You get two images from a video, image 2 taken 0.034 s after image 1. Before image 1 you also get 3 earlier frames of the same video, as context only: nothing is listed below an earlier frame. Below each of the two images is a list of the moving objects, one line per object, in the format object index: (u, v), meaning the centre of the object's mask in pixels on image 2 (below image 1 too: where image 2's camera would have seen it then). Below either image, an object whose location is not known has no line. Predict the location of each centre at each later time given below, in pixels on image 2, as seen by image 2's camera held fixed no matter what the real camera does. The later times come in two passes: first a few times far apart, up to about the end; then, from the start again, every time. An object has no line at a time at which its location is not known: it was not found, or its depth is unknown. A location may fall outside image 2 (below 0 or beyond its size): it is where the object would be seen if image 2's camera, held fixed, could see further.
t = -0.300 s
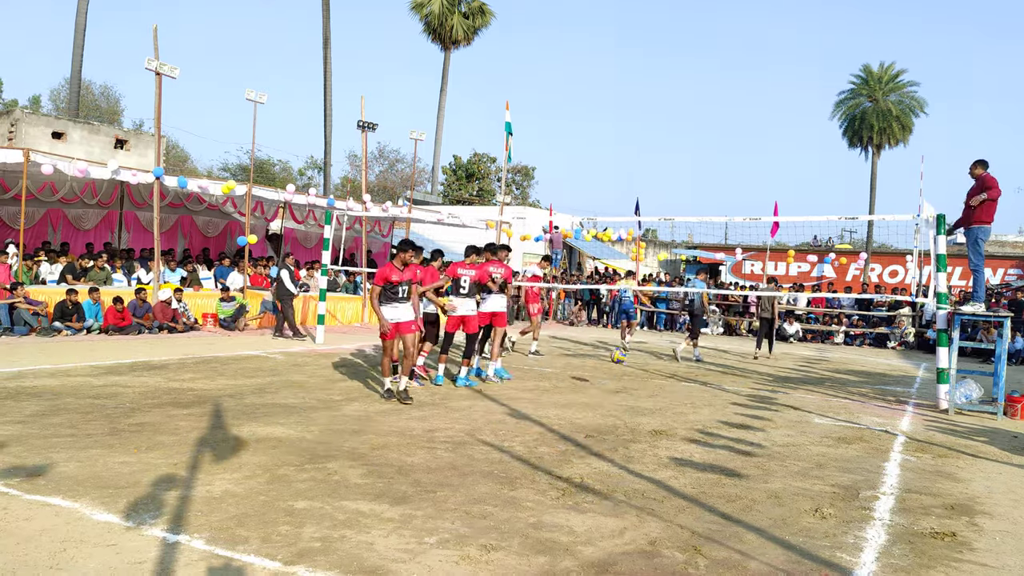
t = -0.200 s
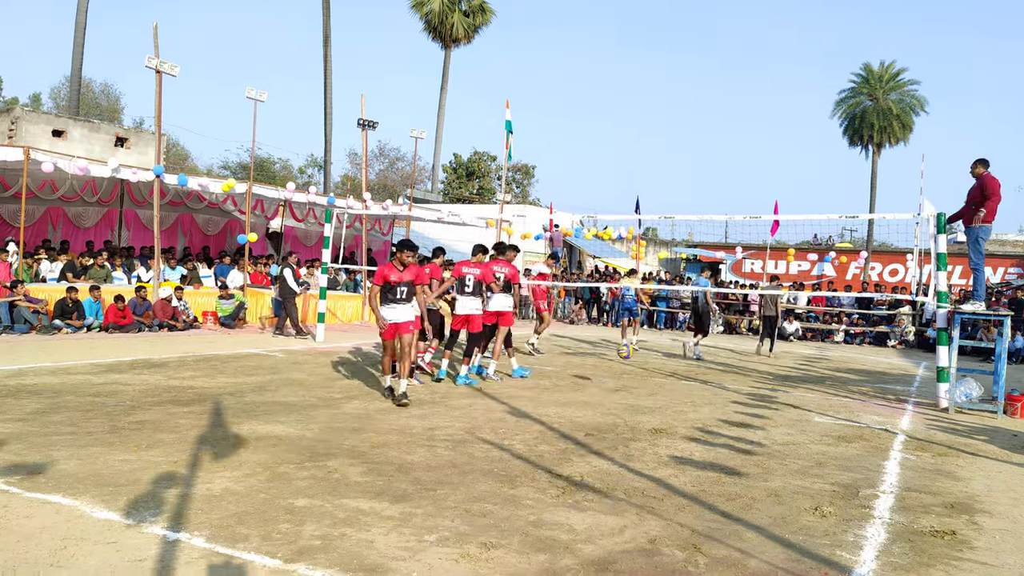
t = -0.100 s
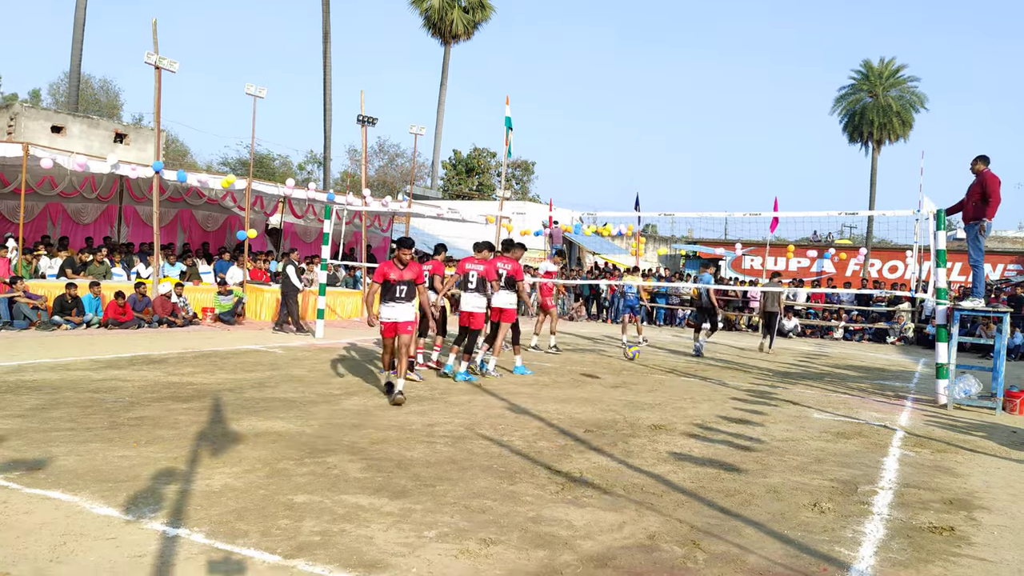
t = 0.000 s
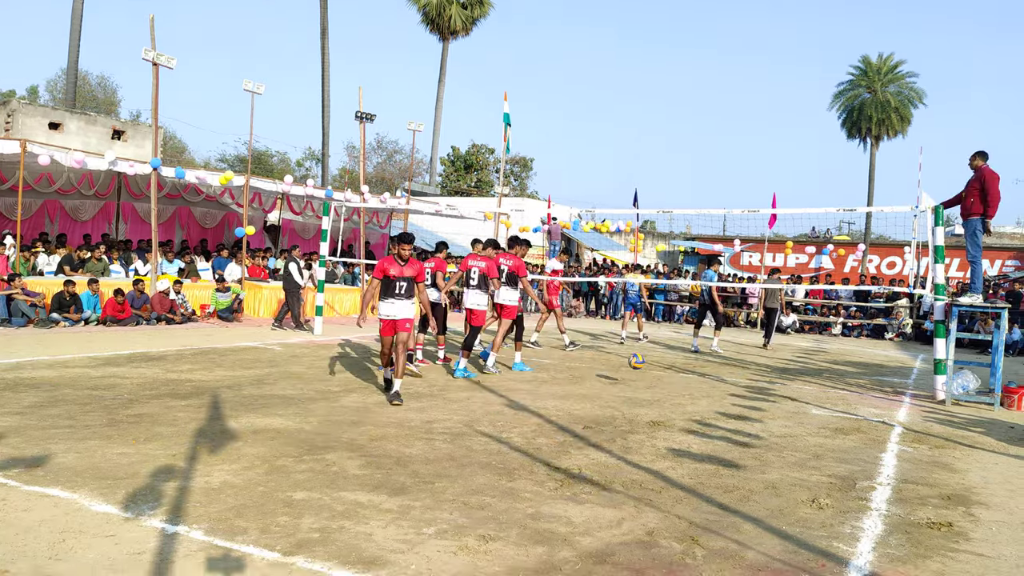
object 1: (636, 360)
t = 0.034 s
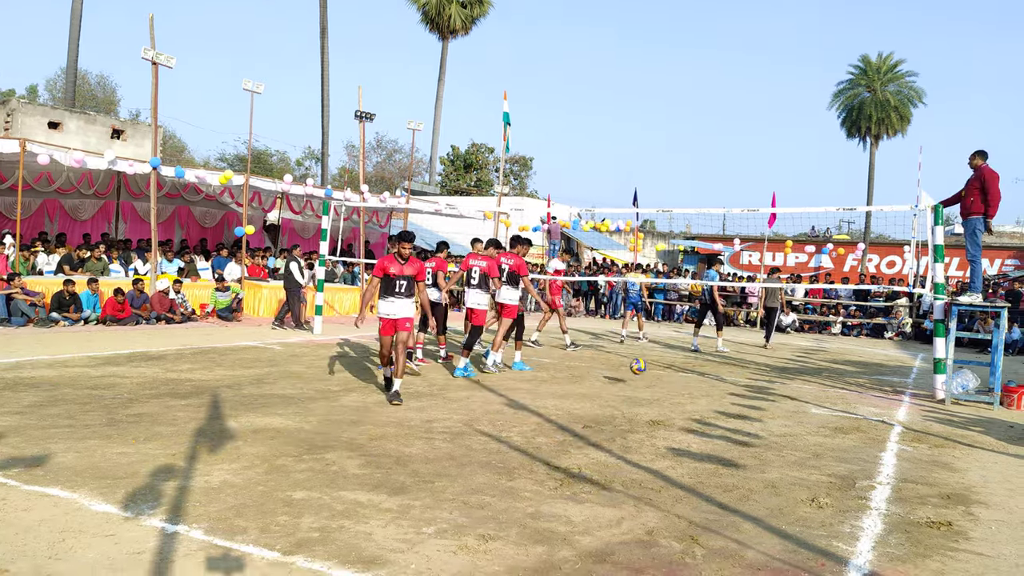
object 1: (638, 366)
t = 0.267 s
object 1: (656, 360)
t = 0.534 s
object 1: (677, 376)
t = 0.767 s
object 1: (696, 372)
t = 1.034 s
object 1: (716, 385)
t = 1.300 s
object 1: (737, 393)
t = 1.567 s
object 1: (760, 396)
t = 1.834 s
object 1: (784, 398)
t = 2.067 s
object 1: (806, 403)
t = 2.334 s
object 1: (833, 408)
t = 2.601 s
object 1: (858, 412)
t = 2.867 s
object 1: (885, 417)
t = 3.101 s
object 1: (907, 421)
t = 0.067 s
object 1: (639, 373)
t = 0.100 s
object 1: (642, 379)
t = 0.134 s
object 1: (645, 373)
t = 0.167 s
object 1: (647, 369)
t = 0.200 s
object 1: (650, 365)
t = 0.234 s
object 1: (653, 363)
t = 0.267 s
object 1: (656, 360)
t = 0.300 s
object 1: (658, 359)
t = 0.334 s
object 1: (661, 359)
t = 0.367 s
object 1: (664, 360)
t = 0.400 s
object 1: (667, 361)
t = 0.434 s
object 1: (670, 363)
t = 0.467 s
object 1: (672, 367)
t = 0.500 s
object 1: (675, 371)
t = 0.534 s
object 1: (677, 376)
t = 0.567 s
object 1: (680, 383)
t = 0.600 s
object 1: (682, 384)
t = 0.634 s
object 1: (685, 380)
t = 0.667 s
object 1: (688, 377)
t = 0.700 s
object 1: (691, 375)
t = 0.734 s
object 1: (693, 373)
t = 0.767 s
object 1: (696, 372)
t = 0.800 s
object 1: (699, 373)
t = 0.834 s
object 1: (702, 374)
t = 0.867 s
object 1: (704, 376)
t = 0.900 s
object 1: (706, 379)
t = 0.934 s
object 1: (709, 383)
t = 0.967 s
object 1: (711, 387)
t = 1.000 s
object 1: (713, 388)
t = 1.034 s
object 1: (716, 385)
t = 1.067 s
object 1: (720, 383)
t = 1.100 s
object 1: (722, 381)
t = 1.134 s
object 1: (726, 381)
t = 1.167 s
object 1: (728, 382)
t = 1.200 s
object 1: (730, 382)
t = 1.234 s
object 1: (732, 385)
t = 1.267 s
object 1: (735, 388)
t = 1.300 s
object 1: (737, 393)
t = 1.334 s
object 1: (740, 392)
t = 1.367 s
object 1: (743, 390)
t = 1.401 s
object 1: (746, 388)
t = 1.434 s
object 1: (749, 389)
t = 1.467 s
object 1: (752, 389)
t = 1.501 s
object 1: (754, 391)
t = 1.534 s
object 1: (757, 394)
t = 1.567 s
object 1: (760, 396)
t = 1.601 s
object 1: (763, 395)
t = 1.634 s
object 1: (767, 394)
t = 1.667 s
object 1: (769, 394)
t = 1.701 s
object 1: (772, 395)
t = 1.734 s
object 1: (775, 398)
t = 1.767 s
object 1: (778, 399)
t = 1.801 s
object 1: (781, 398)
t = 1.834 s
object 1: (784, 398)
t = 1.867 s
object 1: (787, 399)
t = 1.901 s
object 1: (790, 401)
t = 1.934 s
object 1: (793, 402)
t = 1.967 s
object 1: (796, 401)
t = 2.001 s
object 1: (799, 402)
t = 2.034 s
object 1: (803, 403)
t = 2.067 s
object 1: (806, 403)
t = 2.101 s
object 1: (809, 404)
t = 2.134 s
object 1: (812, 404)
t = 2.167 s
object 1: (815, 405)
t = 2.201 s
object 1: (819, 406)
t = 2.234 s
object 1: (822, 406)
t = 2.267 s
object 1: (826, 407)
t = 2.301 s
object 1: (829, 408)
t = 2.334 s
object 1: (833, 408)
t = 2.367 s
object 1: (837, 409)
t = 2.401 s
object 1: (839, 409)
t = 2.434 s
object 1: (842, 409)
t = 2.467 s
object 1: (846, 410)
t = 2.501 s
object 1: (849, 411)
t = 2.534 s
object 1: (852, 411)
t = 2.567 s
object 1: (855, 412)
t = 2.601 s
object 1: (858, 412)
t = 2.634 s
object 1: (862, 413)
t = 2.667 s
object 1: (865, 414)
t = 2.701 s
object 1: (868, 414)
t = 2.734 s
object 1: (872, 415)
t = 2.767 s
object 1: (875, 415)
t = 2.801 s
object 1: (878, 416)
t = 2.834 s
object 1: (881, 416)
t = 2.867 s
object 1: (885, 417)
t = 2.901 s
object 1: (888, 417)
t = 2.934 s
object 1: (892, 417)
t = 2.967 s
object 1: (895, 418)
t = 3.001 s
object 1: (898, 420)
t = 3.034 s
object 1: (901, 420)
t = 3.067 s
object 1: (904, 420)
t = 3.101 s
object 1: (907, 421)
